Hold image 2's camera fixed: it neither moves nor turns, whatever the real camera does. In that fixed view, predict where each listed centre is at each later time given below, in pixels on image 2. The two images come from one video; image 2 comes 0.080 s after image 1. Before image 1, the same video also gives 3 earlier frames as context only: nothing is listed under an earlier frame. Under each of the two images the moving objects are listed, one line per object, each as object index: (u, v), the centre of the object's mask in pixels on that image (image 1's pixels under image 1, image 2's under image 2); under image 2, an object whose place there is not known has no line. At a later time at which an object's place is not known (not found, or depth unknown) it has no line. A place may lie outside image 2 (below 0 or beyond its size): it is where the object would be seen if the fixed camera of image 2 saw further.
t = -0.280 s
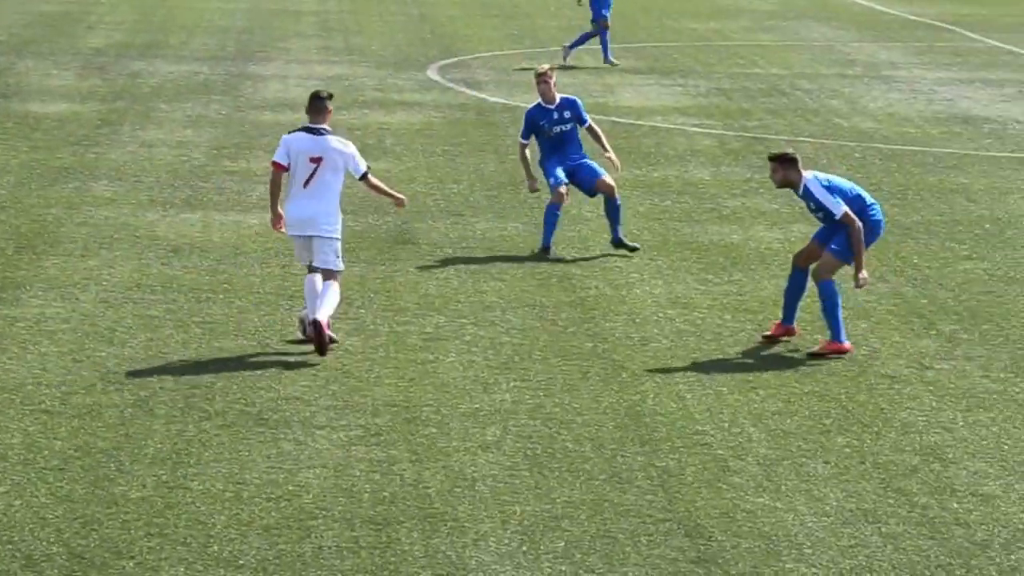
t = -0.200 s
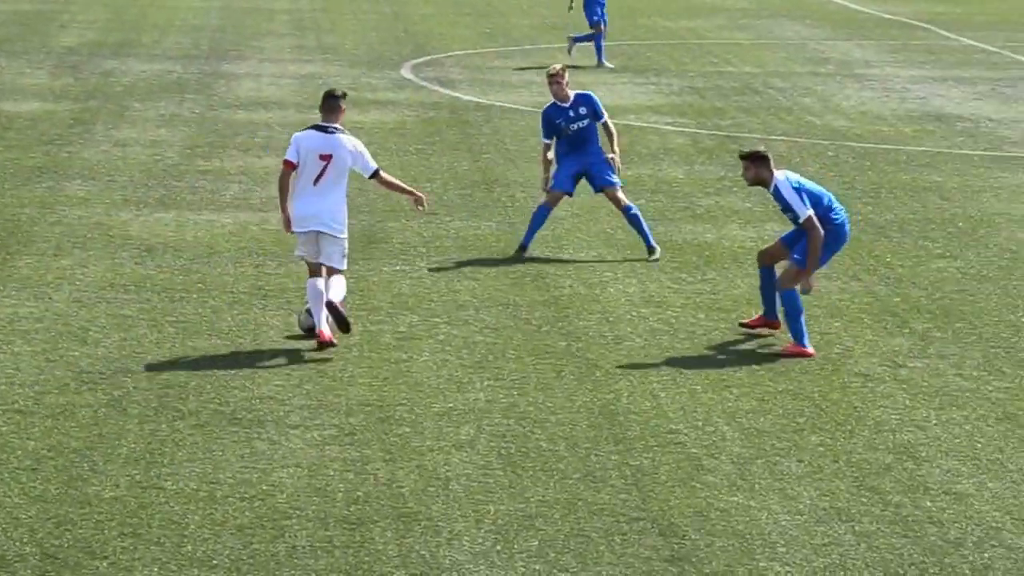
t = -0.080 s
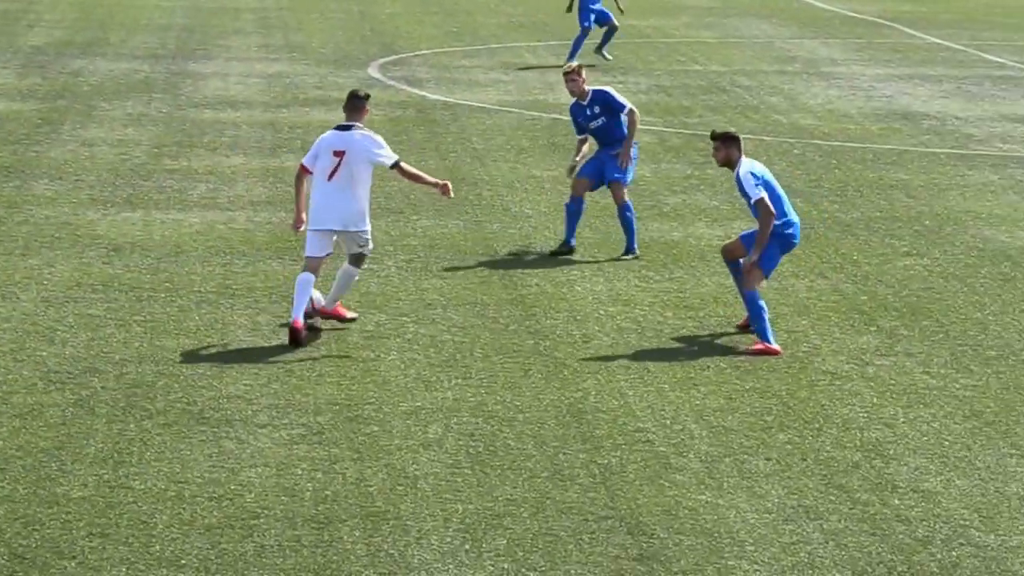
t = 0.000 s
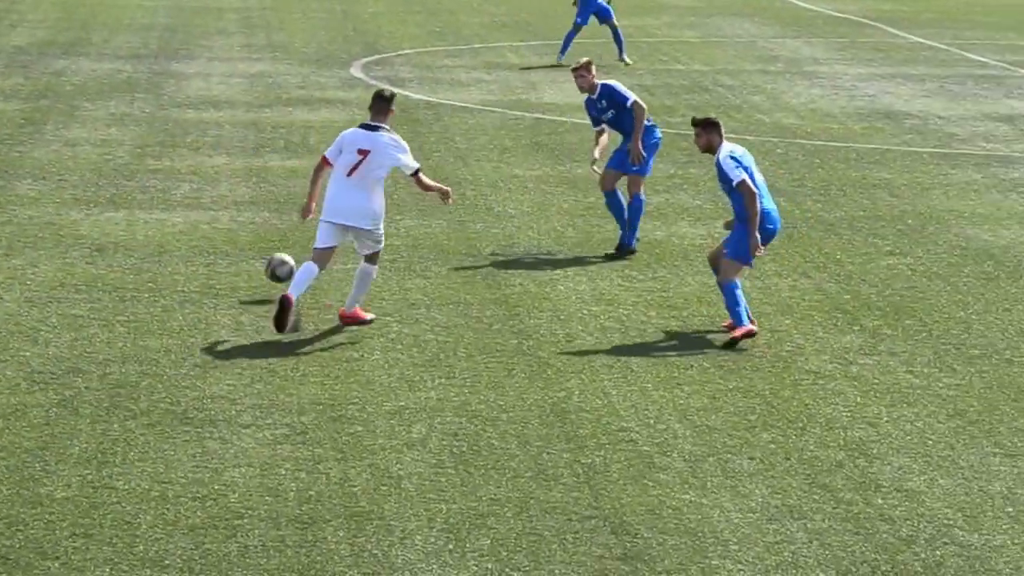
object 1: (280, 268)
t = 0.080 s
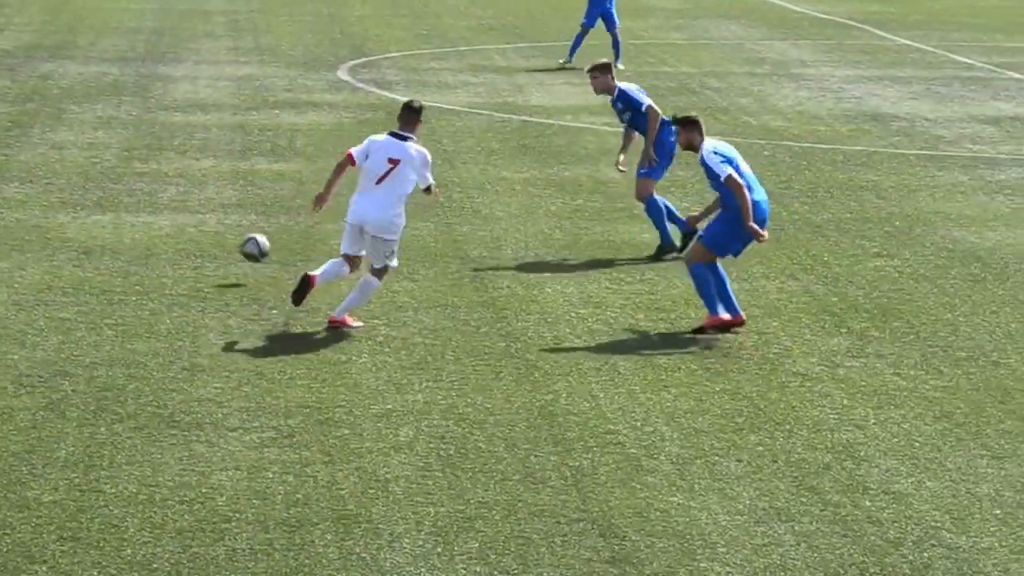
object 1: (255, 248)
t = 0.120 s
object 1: (248, 242)
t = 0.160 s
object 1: (242, 238)
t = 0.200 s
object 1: (236, 238)
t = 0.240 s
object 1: (230, 236)
